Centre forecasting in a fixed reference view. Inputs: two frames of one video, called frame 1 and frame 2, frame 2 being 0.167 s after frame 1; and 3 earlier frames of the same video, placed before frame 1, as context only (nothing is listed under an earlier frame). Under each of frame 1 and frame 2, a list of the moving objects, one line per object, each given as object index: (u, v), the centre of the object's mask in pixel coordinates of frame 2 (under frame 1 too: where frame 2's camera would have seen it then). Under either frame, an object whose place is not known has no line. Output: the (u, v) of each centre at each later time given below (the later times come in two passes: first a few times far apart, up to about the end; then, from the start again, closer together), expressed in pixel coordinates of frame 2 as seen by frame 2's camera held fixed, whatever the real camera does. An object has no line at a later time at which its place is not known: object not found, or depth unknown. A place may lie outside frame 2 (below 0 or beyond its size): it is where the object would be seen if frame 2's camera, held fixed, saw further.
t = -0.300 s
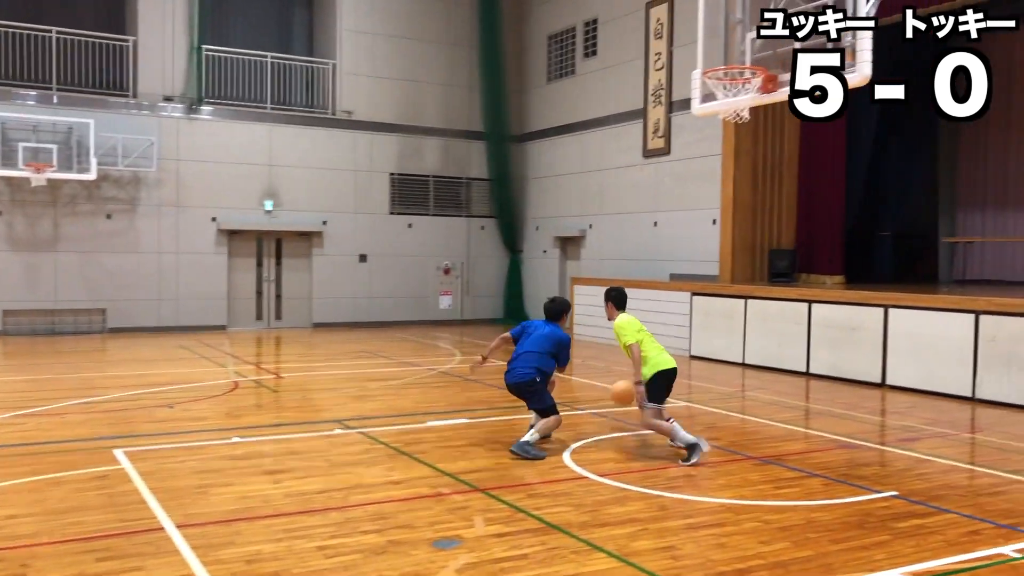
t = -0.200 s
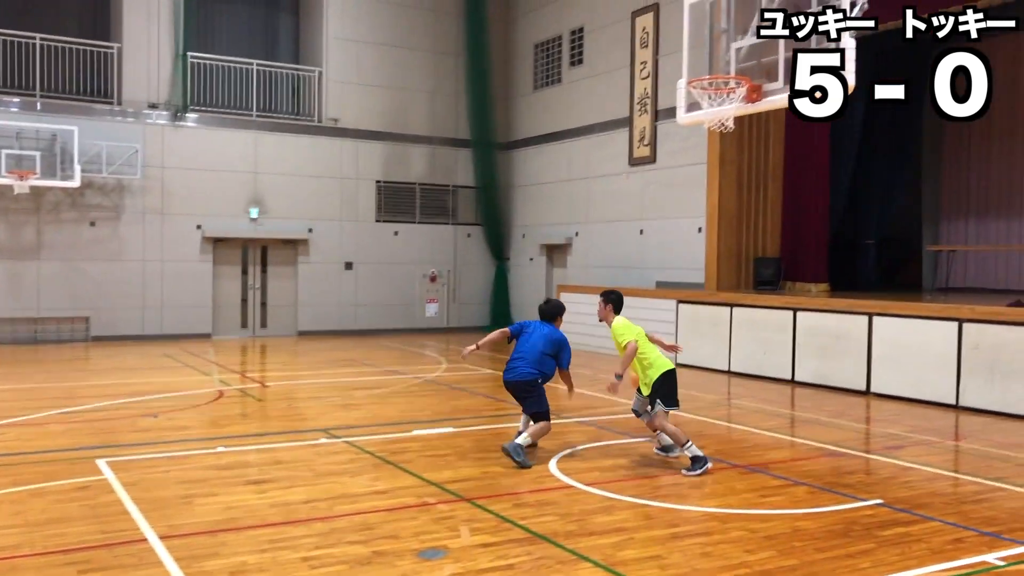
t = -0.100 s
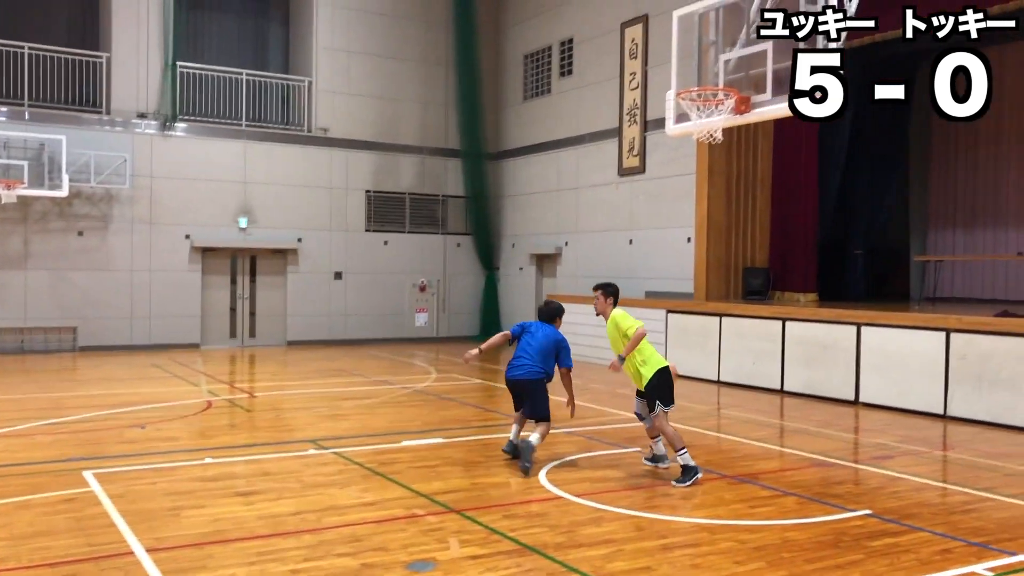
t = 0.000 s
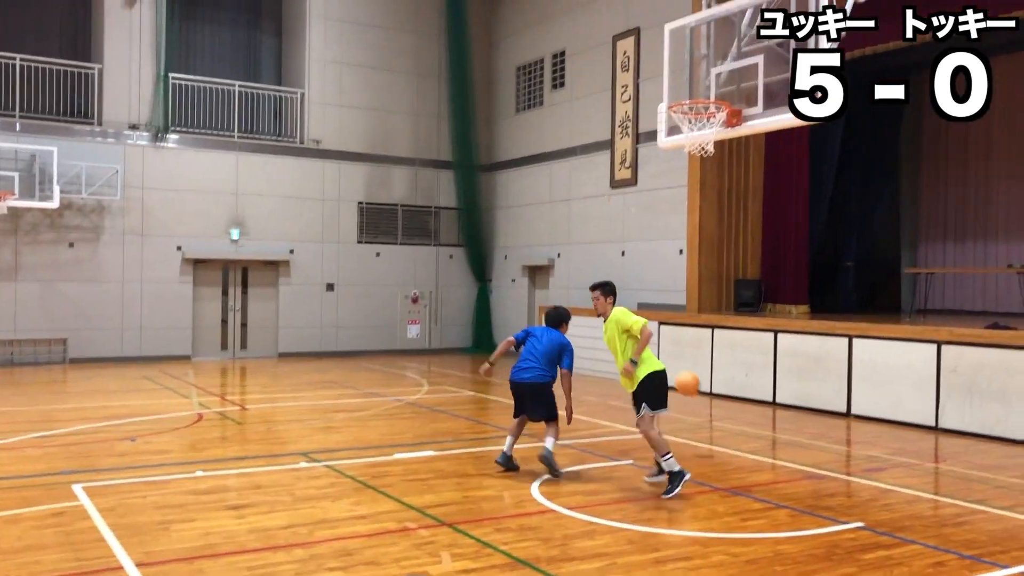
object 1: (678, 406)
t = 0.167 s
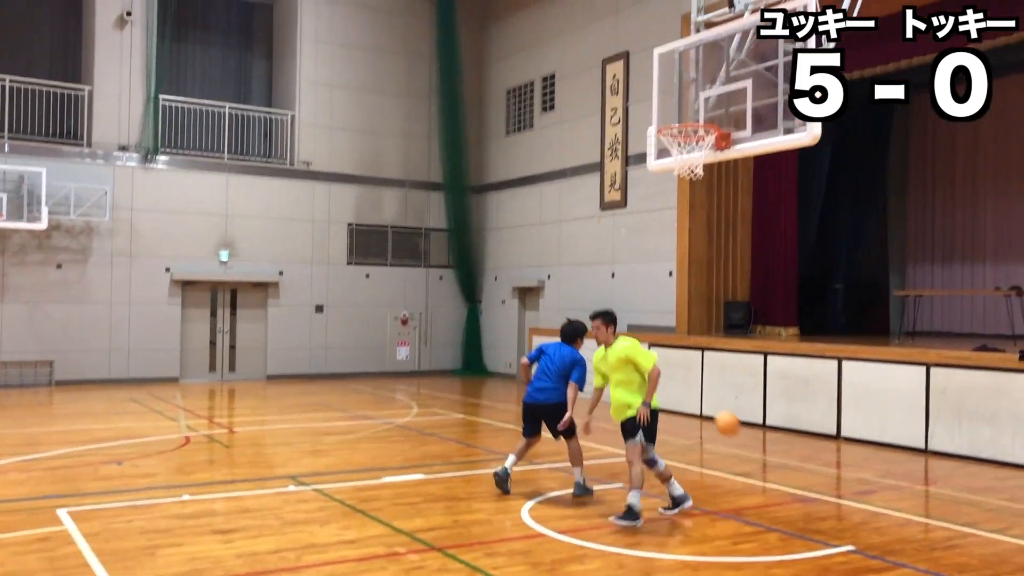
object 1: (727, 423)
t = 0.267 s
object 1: (755, 446)
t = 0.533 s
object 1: (825, 421)
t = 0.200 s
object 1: (736, 430)
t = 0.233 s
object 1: (745, 437)
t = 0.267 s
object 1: (755, 446)
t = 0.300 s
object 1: (764, 457)
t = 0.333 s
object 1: (772, 454)
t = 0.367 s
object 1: (782, 445)
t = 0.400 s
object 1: (790, 439)
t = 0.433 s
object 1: (799, 433)
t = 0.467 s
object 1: (809, 427)
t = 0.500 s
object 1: (817, 424)
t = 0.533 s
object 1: (825, 421)
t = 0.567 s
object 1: (834, 419)
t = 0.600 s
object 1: (842, 417)
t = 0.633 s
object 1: (848, 418)
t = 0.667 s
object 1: (859, 419)
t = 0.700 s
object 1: (866, 421)
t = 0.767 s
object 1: (882, 428)
